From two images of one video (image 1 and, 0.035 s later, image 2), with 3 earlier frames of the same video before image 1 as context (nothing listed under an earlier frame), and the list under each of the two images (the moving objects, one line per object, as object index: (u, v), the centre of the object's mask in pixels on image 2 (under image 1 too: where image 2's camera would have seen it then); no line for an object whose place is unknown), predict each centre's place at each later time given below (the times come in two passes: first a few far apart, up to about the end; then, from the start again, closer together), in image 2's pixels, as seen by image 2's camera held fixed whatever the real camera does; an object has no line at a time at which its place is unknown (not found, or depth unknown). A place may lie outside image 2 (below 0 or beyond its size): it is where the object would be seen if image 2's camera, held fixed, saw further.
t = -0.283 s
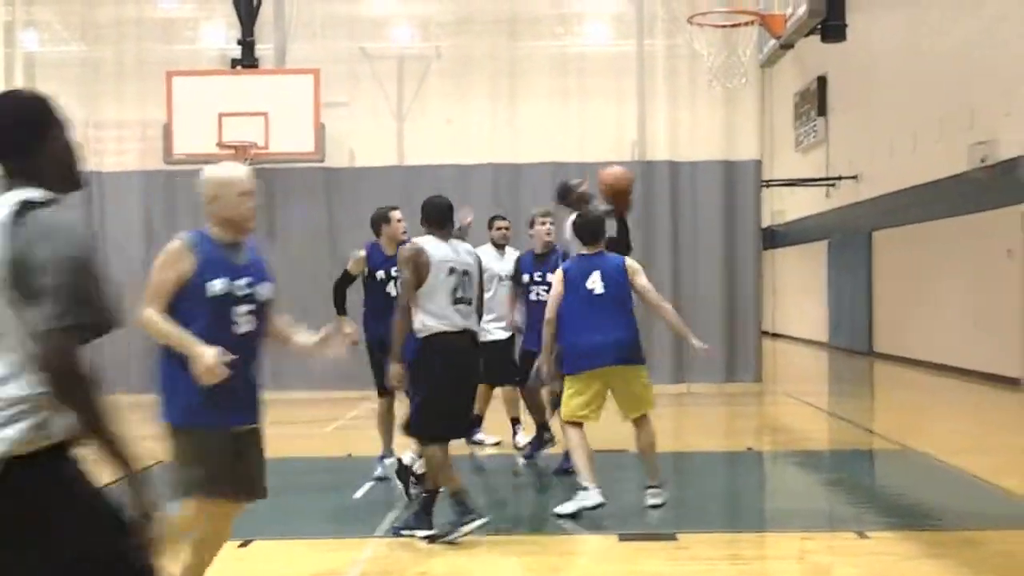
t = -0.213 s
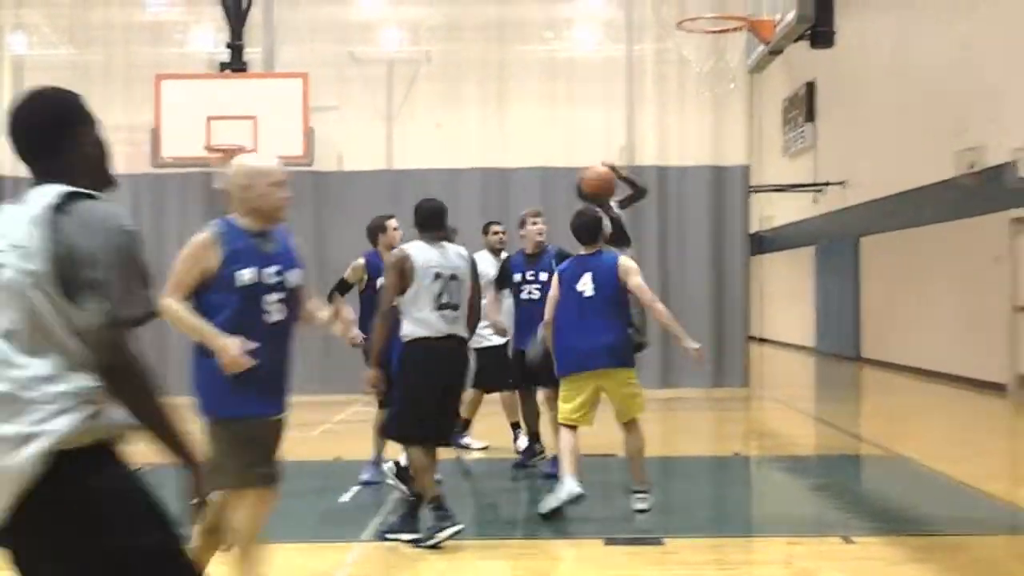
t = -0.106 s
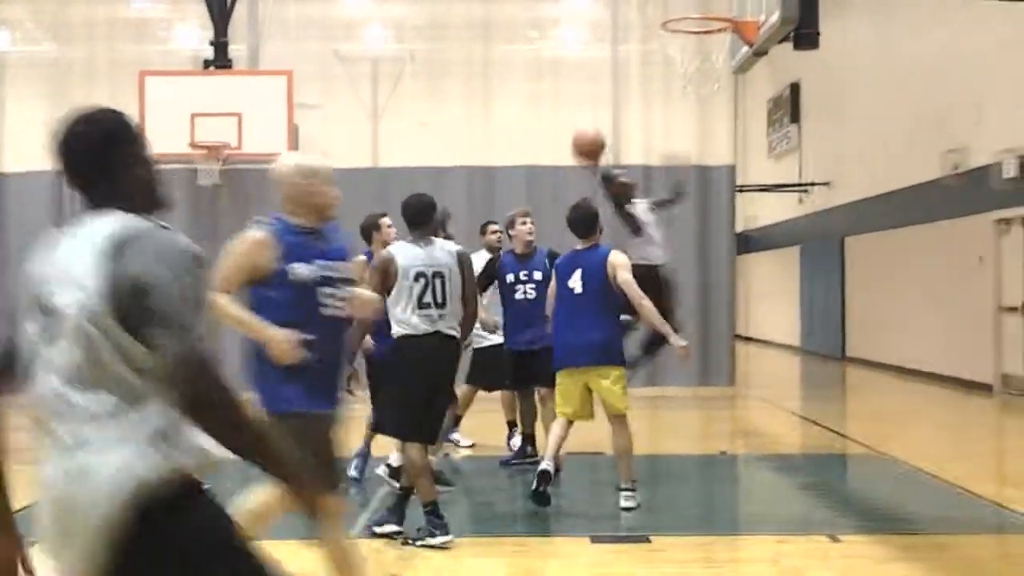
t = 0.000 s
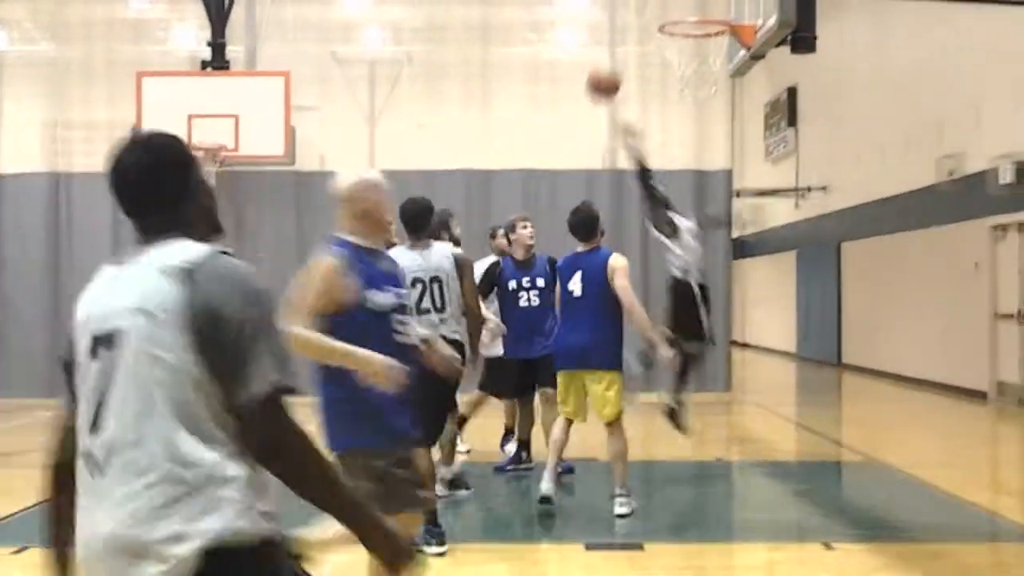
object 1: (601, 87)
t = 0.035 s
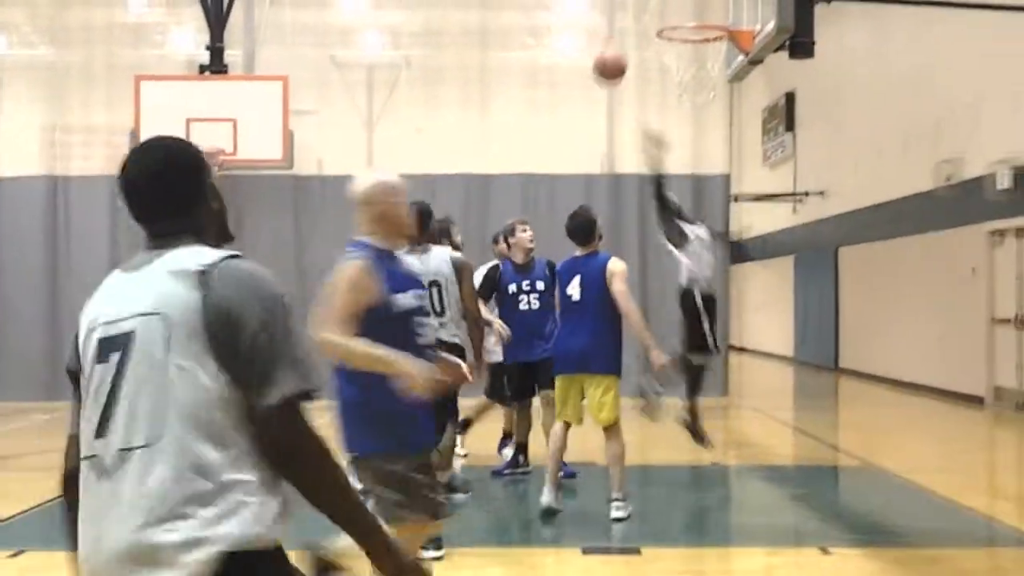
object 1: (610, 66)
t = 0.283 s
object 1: (668, -33)
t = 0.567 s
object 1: (724, -51)
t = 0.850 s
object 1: (671, -2)
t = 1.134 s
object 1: (626, -22)
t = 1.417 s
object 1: (580, 74)
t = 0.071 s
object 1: (618, 47)
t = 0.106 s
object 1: (626, 30)
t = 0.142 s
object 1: (634, 9)
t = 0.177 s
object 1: (640, -2)
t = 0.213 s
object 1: (649, -11)
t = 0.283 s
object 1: (668, -33)
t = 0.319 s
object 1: (677, -42)
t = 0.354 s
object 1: (686, -49)
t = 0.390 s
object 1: (695, -53)
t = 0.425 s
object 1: (703, -55)
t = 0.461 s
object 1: (712, -56)
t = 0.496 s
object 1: (721, -57)
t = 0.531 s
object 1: (728, -56)
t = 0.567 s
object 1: (724, -51)
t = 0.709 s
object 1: (697, -9)
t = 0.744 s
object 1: (690, 7)
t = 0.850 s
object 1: (671, -2)
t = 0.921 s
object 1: (659, -18)
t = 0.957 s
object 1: (654, -23)
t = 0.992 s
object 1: (649, -26)
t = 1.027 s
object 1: (643, -26)
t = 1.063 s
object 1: (638, -28)
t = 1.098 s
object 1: (632, -26)
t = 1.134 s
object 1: (626, -22)
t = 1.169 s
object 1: (620, -17)
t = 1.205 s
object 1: (615, -8)
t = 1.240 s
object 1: (610, -2)
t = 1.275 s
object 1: (604, 12)
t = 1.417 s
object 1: (580, 74)
